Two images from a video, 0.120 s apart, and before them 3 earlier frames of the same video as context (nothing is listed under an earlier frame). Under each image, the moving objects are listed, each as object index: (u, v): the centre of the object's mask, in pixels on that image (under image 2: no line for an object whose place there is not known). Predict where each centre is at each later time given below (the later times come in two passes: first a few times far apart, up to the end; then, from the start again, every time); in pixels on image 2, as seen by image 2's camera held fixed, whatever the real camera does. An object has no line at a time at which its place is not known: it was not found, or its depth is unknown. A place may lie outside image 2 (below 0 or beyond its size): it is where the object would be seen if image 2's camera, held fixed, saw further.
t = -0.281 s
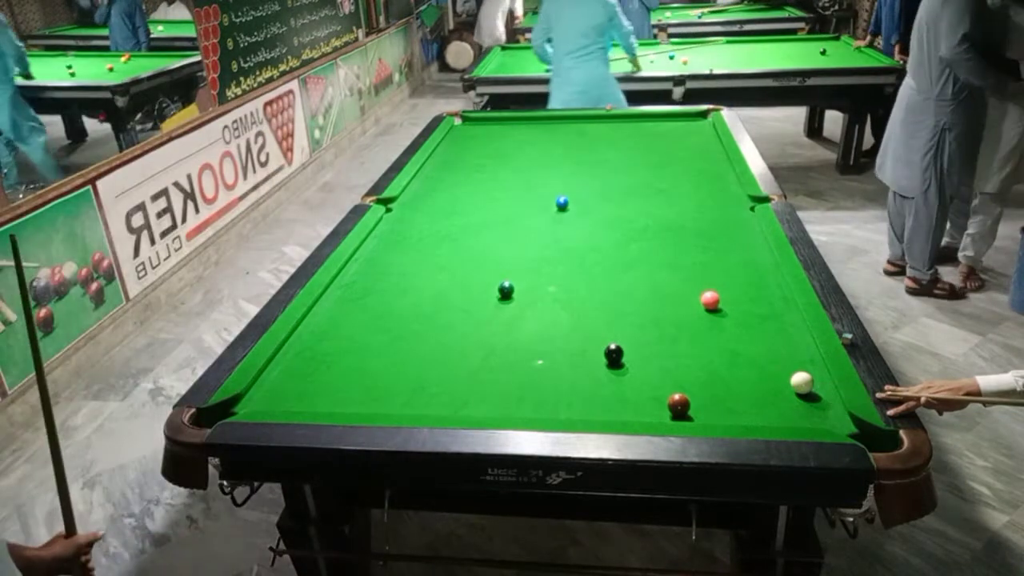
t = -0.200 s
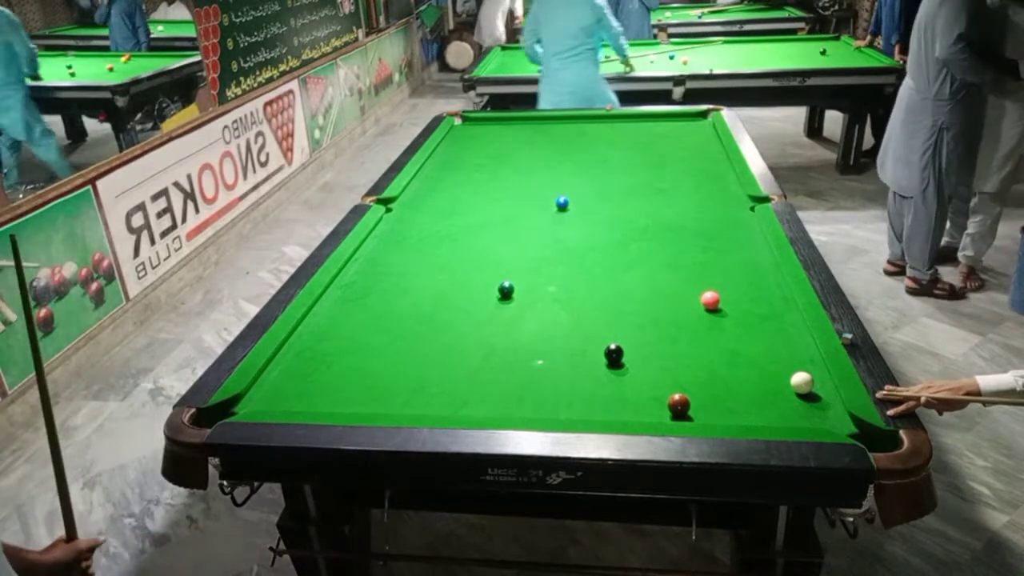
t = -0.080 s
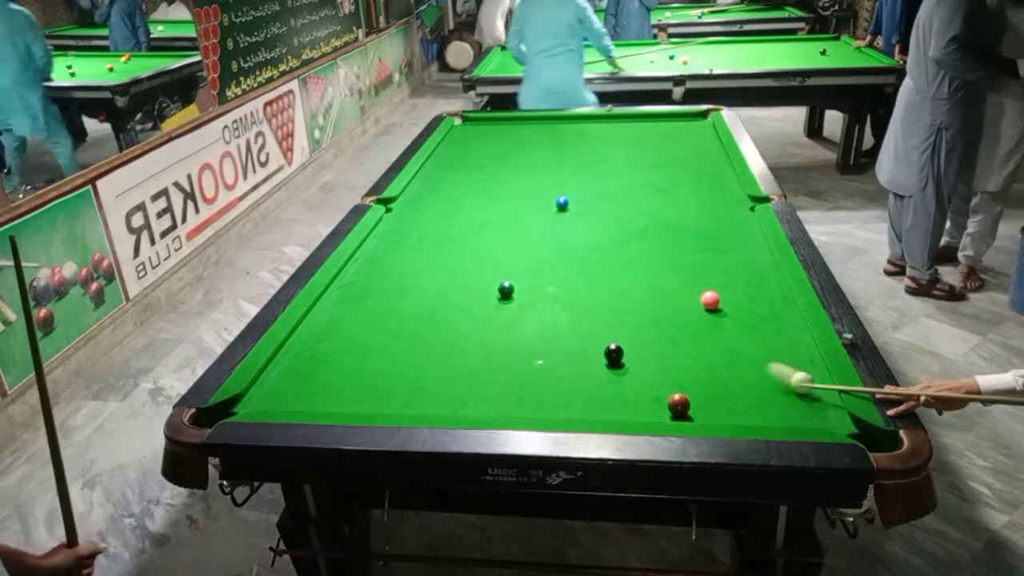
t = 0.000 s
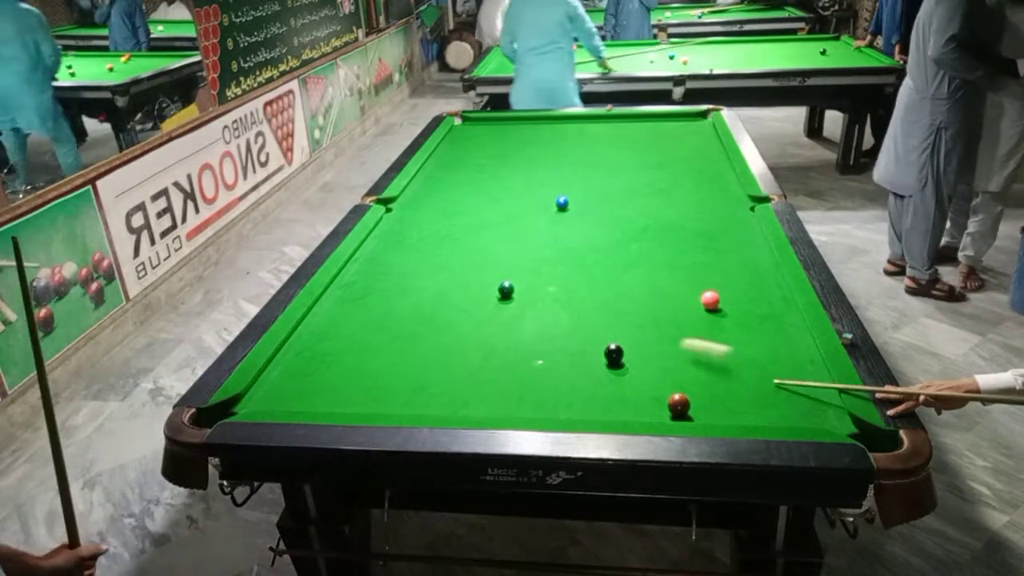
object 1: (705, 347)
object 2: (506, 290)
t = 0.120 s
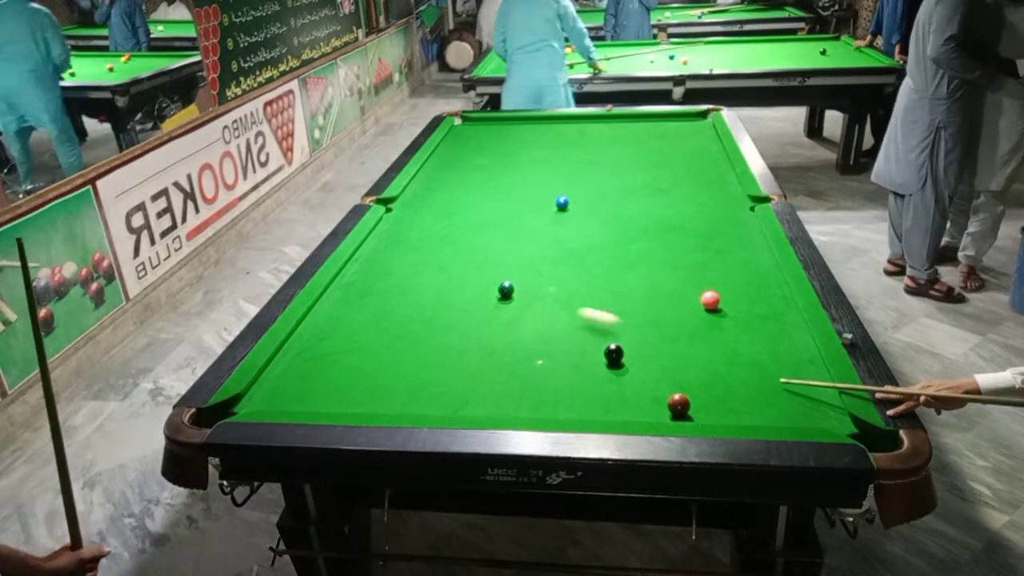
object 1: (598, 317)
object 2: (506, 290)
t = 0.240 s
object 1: (519, 294)
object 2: (504, 287)
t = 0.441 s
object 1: (473, 303)
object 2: (449, 252)
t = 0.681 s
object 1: (422, 313)
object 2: (406, 225)
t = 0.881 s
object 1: (379, 322)
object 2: (407, 210)
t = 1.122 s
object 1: (330, 332)
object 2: (445, 195)
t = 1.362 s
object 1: (301, 342)
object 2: (479, 182)
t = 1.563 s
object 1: (318, 351)
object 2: (504, 172)
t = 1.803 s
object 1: (339, 362)
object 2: (530, 162)
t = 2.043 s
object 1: (360, 373)
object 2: (554, 153)
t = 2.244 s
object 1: (376, 382)
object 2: (572, 145)
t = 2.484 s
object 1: (395, 391)
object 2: (591, 137)
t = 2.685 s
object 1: (410, 400)
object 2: (606, 132)
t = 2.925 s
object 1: (428, 405)
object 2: (622, 125)
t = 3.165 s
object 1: (444, 405)
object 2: (636, 119)
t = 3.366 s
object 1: (455, 403)
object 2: (646, 116)
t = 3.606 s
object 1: (466, 402)
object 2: (655, 118)
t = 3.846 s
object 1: (475, 402)
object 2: (663, 121)
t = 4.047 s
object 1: (481, 401)
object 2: (670, 123)
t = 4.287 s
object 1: (484, 401)
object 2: (677, 126)
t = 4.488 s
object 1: (486, 400)
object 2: (683, 128)
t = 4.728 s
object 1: (487, 400)
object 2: (689, 131)
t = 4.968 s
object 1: (487, 400)
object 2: (694, 132)
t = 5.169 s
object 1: (487, 400)
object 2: (698, 134)
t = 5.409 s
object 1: (487, 400)
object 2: (702, 135)
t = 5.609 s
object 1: (487, 400)
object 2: (704, 136)
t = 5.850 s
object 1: (488, 399)
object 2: (706, 136)
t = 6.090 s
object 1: (488, 399)
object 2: (707, 137)
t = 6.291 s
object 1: (488, 399)
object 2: (708, 137)
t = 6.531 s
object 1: (488, 399)
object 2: (708, 137)
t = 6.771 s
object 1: (487, 399)
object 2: (708, 137)
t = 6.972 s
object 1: (487, 399)
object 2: (708, 137)
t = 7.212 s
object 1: (487, 399)
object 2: (708, 137)
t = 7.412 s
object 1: (487, 399)
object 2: (708, 137)
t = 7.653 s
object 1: (487, 399)
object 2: (708, 137)
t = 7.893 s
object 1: (488, 399)
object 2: (708, 137)
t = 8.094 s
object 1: (487, 399)
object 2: (708, 137)
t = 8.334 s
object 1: (487, 399)
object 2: (708, 137)
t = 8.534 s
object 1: (487, 399)
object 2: (708, 137)
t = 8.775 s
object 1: (487, 399)
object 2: (708, 137)
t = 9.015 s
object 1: (487, 399)
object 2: (708, 137)
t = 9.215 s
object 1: (487, 399)
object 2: (708, 137)
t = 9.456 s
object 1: (487, 399)
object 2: (708, 137)
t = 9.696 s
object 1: (487, 399)
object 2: (709, 137)
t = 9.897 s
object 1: (487, 399)
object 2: (708, 137)
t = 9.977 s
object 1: (487, 399)
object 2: (709, 137)
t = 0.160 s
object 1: (569, 307)
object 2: (506, 290)
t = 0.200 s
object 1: (542, 300)
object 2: (506, 290)
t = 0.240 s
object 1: (519, 294)
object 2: (504, 287)
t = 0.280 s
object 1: (507, 296)
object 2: (493, 280)
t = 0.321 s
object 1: (498, 298)
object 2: (480, 272)
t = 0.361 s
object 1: (490, 300)
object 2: (468, 264)
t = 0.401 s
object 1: (481, 301)
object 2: (458, 258)
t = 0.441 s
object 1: (473, 303)
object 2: (449, 252)
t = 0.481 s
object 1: (464, 305)
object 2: (440, 247)
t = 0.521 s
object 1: (456, 307)
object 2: (433, 242)
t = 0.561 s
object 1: (447, 309)
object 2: (426, 238)
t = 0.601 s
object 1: (439, 310)
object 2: (419, 234)
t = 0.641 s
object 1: (430, 312)
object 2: (412, 230)
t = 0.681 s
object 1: (422, 313)
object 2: (406, 225)
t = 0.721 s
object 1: (413, 315)
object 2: (399, 221)
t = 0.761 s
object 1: (404, 317)
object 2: (392, 217)
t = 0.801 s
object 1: (396, 319)
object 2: (390, 213)
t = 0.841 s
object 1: (388, 320)
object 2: (400, 212)
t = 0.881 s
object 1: (379, 322)
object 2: (407, 210)
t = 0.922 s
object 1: (371, 323)
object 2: (414, 207)
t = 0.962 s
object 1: (363, 325)
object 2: (421, 204)
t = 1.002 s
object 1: (354, 327)
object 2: (427, 202)
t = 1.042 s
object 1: (346, 329)
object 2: (433, 200)
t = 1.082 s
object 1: (338, 330)
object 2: (440, 197)
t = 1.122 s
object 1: (330, 332)
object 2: (445, 195)
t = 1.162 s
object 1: (321, 333)
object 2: (451, 193)
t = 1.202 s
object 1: (313, 335)
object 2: (457, 190)
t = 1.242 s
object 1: (305, 337)
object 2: (462, 188)
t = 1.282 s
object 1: (297, 338)
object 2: (468, 186)
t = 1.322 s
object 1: (297, 340)
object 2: (473, 184)
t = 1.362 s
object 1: (301, 342)
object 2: (479, 182)
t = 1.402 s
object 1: (304, 344)
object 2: (484, 180)
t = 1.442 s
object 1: (308, 346)
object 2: (489, 178)
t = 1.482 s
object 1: (312, 348)
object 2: (494, 176)
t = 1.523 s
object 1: (315, 350)
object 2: (499, 174)
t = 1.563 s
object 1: (318, 351)
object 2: (504, 172)
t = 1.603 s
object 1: (322, 353)
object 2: (508, 171)
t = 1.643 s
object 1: (325, 355)
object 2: (513, 168)
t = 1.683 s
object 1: (329, 357)
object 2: (517, 167)
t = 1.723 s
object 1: (332, 359)
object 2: (522, 165)
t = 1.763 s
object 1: (336, 361)
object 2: (526, 163)
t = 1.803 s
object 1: (339, 362)
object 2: (530, 162)
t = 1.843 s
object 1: (343, 364)
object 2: (534, 160)
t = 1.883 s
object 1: (346, 366)
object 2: (538, 159)
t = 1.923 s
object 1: (350, 368)
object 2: (543, 157)
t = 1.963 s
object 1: (353, 370)
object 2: (546, 155)
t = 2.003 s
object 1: (356, 372)
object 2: (550, 154)
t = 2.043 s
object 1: (360, 373)
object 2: (554, 153)
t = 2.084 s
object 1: (363, 375)
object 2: (558, 151)
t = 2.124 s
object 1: (366, 377)
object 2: (562, 149)
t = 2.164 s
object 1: (370, 379)
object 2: (565, 148)
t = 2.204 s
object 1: (373, 381)
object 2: (569, 147)
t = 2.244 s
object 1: (376, 382)
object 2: (572, 145)
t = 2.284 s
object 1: (379, 384)
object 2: (575, 144)
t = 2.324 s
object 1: (383, 385)
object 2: (579, 142)
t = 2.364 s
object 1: (386, 387)
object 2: (582, 141)
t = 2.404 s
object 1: (389, 389)
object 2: (585, 140)
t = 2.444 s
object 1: (392, 391)
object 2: (588, 139)
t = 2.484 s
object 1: (395, 391)
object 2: (591, 137)
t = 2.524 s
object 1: (398, 394)
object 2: (594, 136)
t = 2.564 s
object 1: (401, 395)
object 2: (597, 135)
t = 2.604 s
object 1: (404, 397)
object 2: (600, 133)
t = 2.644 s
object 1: (407, 399)
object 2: (603, 133)
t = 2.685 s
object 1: (410, 400)
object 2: (606, 132)
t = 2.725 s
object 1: (413, 400)
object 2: (609, 131)
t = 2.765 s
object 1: (416, 402)
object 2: (611, 129)
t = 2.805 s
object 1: (419, 402)
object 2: (614, 129)
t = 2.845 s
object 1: (422, 403)
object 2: (617, 127)
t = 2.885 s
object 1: (425, 404)
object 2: (619, 126)
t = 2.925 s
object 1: (428, 405)
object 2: (622, 125)
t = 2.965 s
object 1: (431, 406)
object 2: (624, 124)
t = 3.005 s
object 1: (434, 406)
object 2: (627, 123)
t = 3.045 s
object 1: (437, 405)
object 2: (629, 122)
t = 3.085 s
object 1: (439, 405)
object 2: (631, 121)
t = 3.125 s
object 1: (441, 405)
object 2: (634, 120)
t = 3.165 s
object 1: (444, 405)
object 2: (636, 119)
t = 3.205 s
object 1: (446, 404)
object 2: (637, 118)
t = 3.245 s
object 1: (449, 404)
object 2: (640, 117)
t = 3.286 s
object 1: (451, 403)
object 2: (642, 117)
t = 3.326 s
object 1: (453, 403)
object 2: (644, 116)
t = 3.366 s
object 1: (455, 403)
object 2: (646, 116)
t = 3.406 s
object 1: (457, 403)
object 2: (648, 116)
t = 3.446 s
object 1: (459, 403)
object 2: (649, 117)
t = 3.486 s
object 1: (461, 402)
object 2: (650, 117)
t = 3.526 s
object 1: (463, 402)
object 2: (651, 117)
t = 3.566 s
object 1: (465, 402)
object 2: (654, 118)
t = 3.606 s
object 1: (466, 402)
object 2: (655, 118)
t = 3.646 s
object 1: (468, 402)
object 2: (656, 118)
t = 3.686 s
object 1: (469, 402)
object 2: (658, 119)
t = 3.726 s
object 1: (471, 402)
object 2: (659, 120)
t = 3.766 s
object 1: (472, 402)
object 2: (661, 120)
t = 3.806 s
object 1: (474, 402)
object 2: (662, 121)
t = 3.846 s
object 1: (475, 402)
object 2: (663, 121)
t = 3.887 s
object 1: (476, 401)
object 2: (665, 121)
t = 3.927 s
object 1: (478, 401)
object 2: (666, 122)
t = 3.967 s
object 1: (479, 401)
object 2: (667, 123)
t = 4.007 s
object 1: (480, 401)
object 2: (669, 123)
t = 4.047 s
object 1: (481, 401)
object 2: (670, 123)
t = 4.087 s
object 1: (482, 401)
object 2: (671, 124)
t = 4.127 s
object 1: (482, 401)
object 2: (672, 124)
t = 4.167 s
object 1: (483, 401)
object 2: (673, 125)
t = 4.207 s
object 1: (483, 401)
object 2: (675, 125)
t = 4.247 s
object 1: (484, 401)
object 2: (676, 125)
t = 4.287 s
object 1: (484, 401)
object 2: (677, 126)
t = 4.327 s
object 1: (485, 401)
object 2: (678, 126)
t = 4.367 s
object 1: (485, 400)
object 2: (679, 127)
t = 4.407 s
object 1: (485, 400)
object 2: (680, 128)
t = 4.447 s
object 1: (486, 400)
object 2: (682, 128)
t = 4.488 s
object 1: (486, 400)
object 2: (683, 128)
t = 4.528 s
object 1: (487, 400)
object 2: (684, 129)
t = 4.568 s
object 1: (487, 400)
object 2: (685, 129)
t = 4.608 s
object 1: (487, 400)
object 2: (686, 129)
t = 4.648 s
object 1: (487, 400)
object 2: (687, 129)
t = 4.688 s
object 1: (487, 400)
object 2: (688, 130)
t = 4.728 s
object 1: (487, 400)
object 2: (689, 131)
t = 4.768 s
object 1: (487, 400)
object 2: (690, 131)
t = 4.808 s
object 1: (487, 400)
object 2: (690, 131)
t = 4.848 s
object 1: (487, 400)
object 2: (691, 131)
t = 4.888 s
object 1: (487, 400)
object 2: (692, 132)
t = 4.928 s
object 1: (487, 400)
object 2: (693, 132)
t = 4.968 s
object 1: (487, 400)
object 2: (694, 132)
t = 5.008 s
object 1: (487, 400)
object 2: (695, 132)
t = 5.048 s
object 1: (487, 400)
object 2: (695, 133)
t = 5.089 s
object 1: (487, 400)
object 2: (696, 133)
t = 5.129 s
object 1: (487, 400)
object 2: (697, 133)
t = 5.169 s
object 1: (487, 400)
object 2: (698, 134)
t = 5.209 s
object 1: (487, 400)
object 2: (699, 134)
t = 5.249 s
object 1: (487, 400)
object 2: (699, 134)
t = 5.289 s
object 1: (487, 400)
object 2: (700, 134)
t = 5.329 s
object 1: (487, 400)
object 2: (700, 134)
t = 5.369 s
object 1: (487, 400)
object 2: (701, 134)
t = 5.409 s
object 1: (487, 400)
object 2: (702, 135)
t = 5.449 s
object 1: (487, 400)
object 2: (702, 135)
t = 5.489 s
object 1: (487, 400)
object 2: (703, 135)
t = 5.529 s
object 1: (487, 400)
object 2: (703, 135)
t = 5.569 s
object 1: (487, 400)
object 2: (703, 135)
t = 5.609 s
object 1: (487, 400)
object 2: (704, 136)
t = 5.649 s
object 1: (488, 399)
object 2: (704, 136)
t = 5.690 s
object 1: (487, 400)
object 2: (705, 136)
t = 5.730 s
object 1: (487, 400)
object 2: (705, 136)
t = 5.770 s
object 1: (488, 399)
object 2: (705, 136)
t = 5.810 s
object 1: (487, 400)
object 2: (706, 136)
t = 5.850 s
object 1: (488, 399)
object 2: (706, 136)
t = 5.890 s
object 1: (487, 399)
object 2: (707, 136)
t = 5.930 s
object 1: (488, 399)
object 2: (707, 136)
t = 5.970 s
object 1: (487, 399)
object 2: (707, 137)
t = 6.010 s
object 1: (488, 399)
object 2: (707, 137)
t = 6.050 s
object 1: (487, 399)
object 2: (707, 137)
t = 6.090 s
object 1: (488, 399)
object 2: (707, 137)
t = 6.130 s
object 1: (488, 399)
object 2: (708, 137)
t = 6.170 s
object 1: (488, 399)
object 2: (708, 137)
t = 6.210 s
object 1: (488, 399)
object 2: (708, 137)
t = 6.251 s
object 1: (488, 399)
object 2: (708, 137)
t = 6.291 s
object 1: (488, 399)
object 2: (708, 137)
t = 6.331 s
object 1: (488, 399)
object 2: (708, 137)
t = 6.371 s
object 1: (488, 399)
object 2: (708, 137)
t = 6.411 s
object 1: (488, 399)
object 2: (708, 137)
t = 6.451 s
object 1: (487, 399)
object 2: (708, 137)
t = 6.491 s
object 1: (487, 399)
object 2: (708, 137)
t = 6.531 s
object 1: (488, 399)
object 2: (708, 137)
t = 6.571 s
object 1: (488, 399)
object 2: (708, 137)
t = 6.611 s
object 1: (487, 399)
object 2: (708, 137)
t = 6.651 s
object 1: (488, 399)
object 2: (708, 137)
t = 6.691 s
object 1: (487, 399)
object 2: (708, 137)
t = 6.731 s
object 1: (488, 399)
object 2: (708, 137)
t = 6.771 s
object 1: (487, 399)
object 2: (708, 137)
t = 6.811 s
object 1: (488, 399)
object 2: (708, 137)
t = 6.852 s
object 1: (487, 399)
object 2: (708, 137)
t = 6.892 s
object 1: (488, 399)
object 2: (708, 137)
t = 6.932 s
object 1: (487, 399)
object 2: (708, 137)
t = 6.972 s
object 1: (487, 399)
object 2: (708, 137)
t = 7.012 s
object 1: (487, 399)
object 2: (708, 137)
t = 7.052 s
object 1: (487, 399)
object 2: (708, 137)
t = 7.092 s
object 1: (487, 399)
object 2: (708, 137)
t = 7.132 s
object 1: (487, 399)
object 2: (708, 137)
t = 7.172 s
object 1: (488, 399)
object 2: (708, 137)
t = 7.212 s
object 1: (487, 399)
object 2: (708, 137)
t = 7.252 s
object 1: (487, 399)
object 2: (708, 137)
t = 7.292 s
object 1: (487, 399)
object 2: (708, 137)
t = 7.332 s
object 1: (488, 399)
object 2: (708, 137)
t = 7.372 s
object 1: (487, 399)
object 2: (708, 137)
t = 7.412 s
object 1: (487, 399)
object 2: (708, 137)
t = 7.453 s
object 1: (487, 399)
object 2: (708, 137)
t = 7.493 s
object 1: (488, 399)
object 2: (708, 137)
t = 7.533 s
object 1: (487, 399)
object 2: (708, 137)
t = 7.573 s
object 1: (488, 399)
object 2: (708, 137)
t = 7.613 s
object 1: (488, 399)
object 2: (708, 137)
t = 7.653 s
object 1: (487, 399)
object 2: (708, 137)
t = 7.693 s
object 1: (487, 399)
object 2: (708, 137)
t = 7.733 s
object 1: (487, 399)
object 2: (708, 137)
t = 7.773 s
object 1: (487, 399)
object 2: (708, 137)
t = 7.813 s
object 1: (487, 399)
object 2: (708, 137)
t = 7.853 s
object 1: (487, 399)
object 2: (708, 137)
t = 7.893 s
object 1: (488, 399)
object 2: (708, 137)
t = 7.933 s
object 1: (488, 399)
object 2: (708, 137)
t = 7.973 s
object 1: (487, 399)
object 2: (708, 137)
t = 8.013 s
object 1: (488, 399)
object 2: (708, 137)
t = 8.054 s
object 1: (487, 399)
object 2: (708, 137)
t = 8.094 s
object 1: (487, 399)
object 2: (708, 137)
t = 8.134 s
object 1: (487, 399)
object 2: (708, 137)
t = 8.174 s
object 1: (487, 399)
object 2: (708, 137)
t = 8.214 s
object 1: (487, 399)
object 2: (708, 137)
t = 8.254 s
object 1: (487, 399)
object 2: (708, 137)
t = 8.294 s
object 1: (487, 399)
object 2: (708, 137)
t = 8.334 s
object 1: (487, 399)
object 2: (708, 137)
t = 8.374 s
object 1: (487, 399)
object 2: (708, 137)
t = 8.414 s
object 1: (487, 399)
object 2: (708, 137)
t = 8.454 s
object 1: (487, 399)
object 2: (708, 137)
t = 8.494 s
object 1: (487, 399)
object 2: (708, 137)
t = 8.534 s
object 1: (487, 399)
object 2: (708, 137)
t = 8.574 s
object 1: (487, 399)
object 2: (708, 137)
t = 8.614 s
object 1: (487, 399)
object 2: (708, 137)
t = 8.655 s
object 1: (487, 399)
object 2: (708, 137)
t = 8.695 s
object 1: (487, 399)
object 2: (708, 137)
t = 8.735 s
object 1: (487, 399)
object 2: (708, 137)
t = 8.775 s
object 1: (487, 399)
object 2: (708, 137)
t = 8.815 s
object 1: (487, 399)
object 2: (708, 137)
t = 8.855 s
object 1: (487, 399)
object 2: (708, 137)
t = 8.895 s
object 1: (487, 399)
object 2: (708, 137)
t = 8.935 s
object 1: (487, 399)
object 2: (708, 137)
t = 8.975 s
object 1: (487, 399)
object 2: (708, 137)
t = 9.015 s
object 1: (487, 399)
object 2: (708, 137)
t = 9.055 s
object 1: (487, 399)
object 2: (708, 137)
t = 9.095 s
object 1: (487, 399)
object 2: (708, 137)
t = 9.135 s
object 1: (487, 399)
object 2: (709, 137)
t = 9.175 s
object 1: (487, 399)
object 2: (708, 137)
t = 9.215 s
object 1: (487, 399)
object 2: (708, 137)
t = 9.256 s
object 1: (487, 399)
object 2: (708, 137)
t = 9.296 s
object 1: (487, 399)
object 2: (708, 137)
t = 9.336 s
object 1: (487, 399)
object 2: (708, 137)
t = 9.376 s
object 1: (487, 399)
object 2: (708, 137)
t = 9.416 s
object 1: (487, 399)
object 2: (708, 137)
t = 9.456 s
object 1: (487, 399)
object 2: (708, 137)
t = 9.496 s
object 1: (487, 399)
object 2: (708, 137)
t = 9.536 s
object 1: (487, 399)
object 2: (708, 137)
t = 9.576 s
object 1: (487, 399)
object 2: (708, 137)
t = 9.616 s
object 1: (487, 399)
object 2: (708, 137)
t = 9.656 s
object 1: (487, 399)
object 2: (709, 137)
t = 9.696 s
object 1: (487, 399)
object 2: (709, 137)
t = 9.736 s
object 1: (487, 399)
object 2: (709, 137)
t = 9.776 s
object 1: (487, 399)
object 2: (708, 137)
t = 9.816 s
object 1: (487, 399)
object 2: (708, 137)
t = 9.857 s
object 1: (487, 399)
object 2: (708, 137)
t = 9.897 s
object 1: (487, 399)
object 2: (708, 137)
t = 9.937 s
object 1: (487, 399)
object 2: (708, 137)
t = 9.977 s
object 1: (487, 399)
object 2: (709, 137)
